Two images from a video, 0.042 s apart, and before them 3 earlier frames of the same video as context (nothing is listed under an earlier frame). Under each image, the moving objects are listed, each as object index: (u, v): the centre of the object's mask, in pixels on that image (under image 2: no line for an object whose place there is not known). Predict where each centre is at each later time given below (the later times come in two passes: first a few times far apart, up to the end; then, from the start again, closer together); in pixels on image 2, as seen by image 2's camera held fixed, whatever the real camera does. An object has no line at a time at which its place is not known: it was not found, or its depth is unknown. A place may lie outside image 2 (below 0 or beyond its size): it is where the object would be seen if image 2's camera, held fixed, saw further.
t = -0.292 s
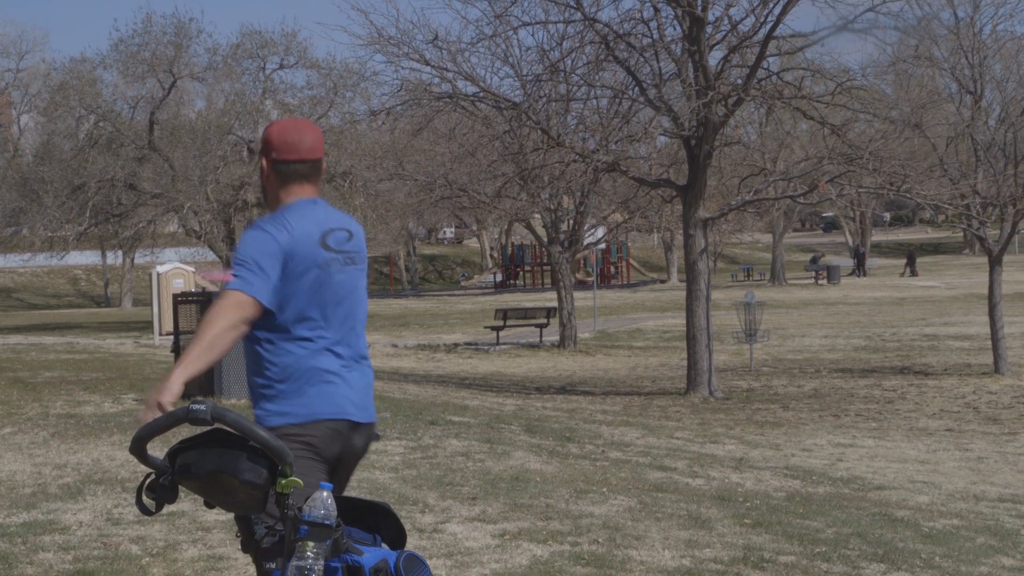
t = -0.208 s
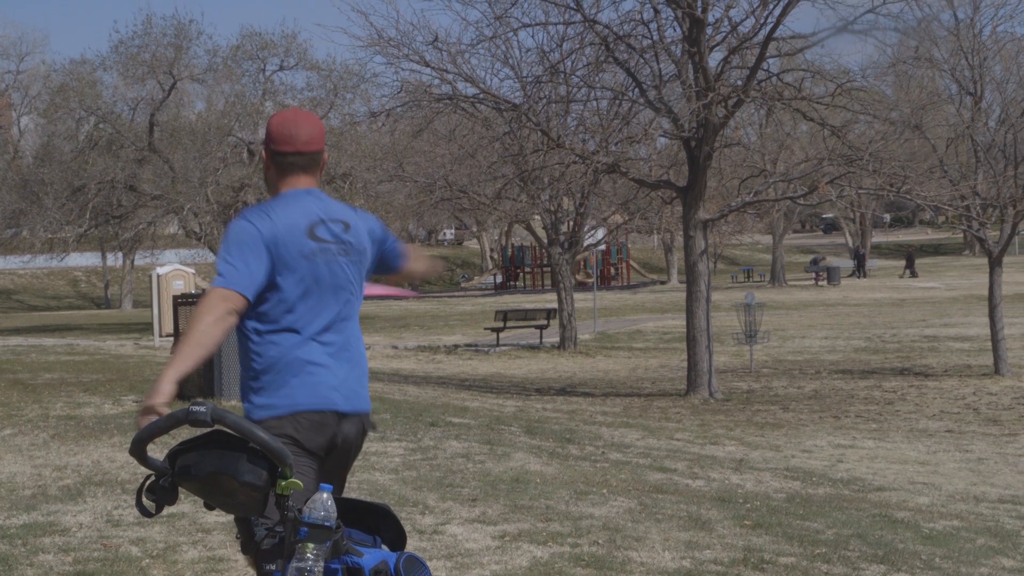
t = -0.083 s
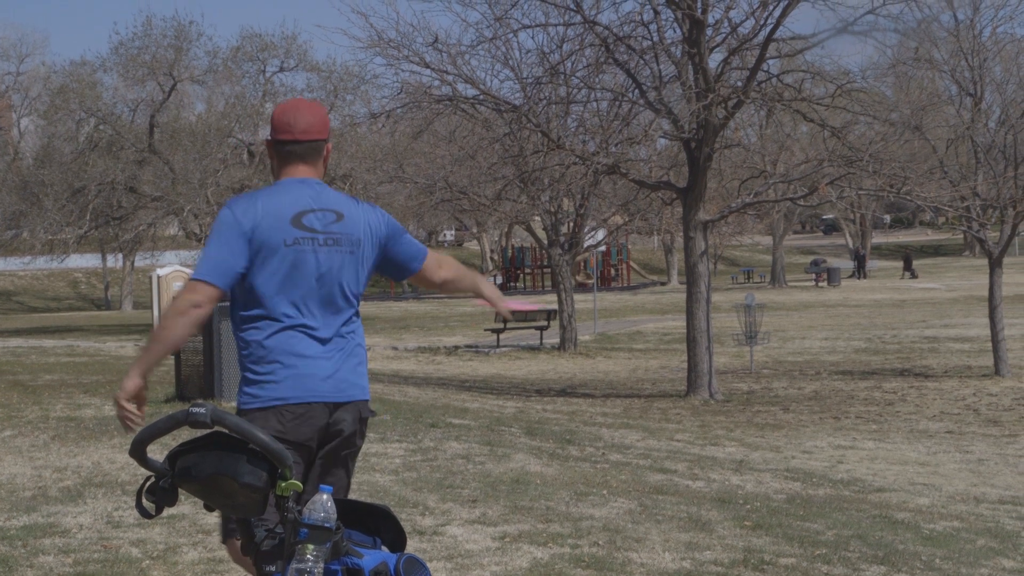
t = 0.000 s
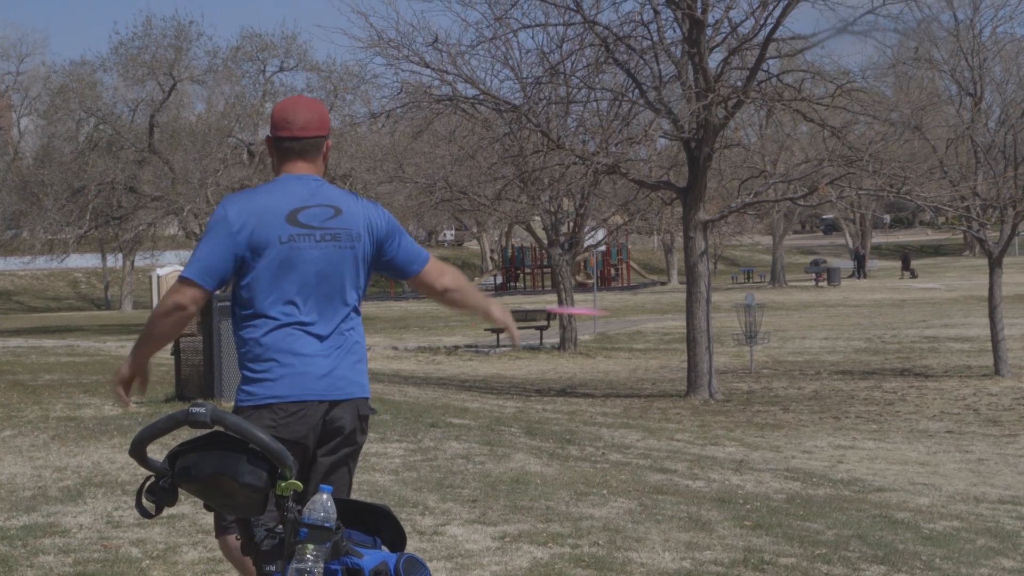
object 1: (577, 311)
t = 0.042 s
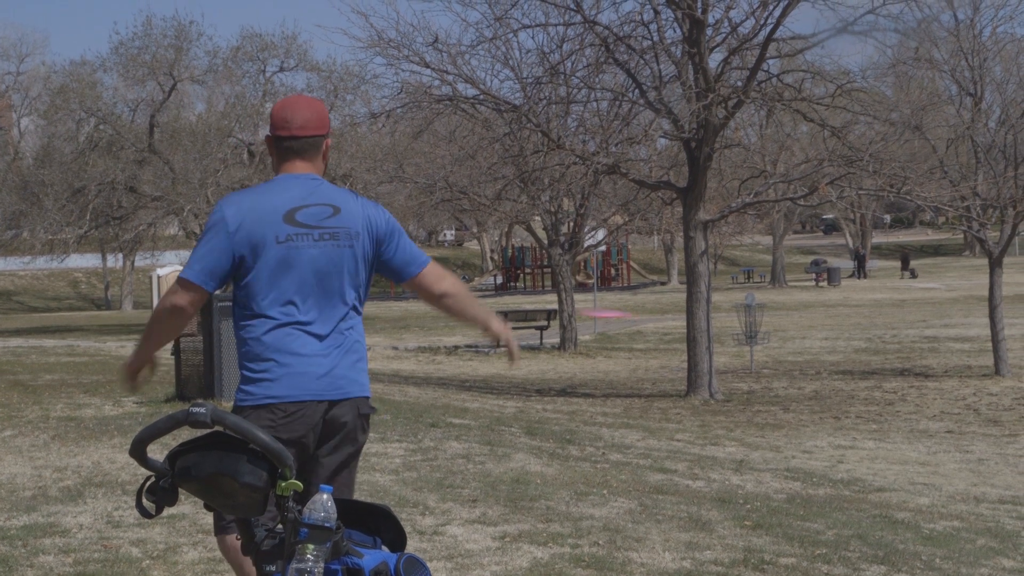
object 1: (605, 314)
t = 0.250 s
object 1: (730, 328)
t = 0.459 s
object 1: (813, 342)
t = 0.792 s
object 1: (900, 368)
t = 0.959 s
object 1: (928, 380)
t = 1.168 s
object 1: (950, 396)
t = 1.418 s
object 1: (957, 416)
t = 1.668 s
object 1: (954, 397)
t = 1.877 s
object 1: (949, 381)
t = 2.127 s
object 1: (939, 373)
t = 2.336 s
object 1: (926, 377)
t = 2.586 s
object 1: (905, 383)
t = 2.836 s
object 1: (896, 380)
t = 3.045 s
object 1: (886, 379)
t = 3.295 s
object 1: (859, 380)
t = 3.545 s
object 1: (836, 381)
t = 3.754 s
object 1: (829, 380)
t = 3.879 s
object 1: (829, 380)
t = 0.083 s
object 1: (636, 317)
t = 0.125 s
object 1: (664, 320)
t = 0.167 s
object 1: (686, 322)
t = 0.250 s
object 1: (730, 328)
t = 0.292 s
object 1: (747, 330)
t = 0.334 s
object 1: (764, 333)
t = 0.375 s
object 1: (783, 336)
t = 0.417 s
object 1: (798, 339)
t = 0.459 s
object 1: (813, 342)
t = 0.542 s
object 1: (839, 348)
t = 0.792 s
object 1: (900, 368)
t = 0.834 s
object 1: (908, 370)
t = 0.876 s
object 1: (915, 374)
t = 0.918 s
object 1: (924, 378)
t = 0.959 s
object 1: (928, 380)
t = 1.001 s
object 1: (935, 383)
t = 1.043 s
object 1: (938, 385)
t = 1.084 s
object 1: (943, 388)
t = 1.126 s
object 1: (947, 392)
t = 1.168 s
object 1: (950, 396)
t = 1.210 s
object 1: (953, 398)
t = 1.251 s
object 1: (957, 401)
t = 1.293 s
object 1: (958, 404)
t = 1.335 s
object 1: (958, 407)
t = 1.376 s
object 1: (958, 411)
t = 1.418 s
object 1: (957, 416)
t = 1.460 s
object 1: (959, 417)
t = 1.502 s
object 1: (956, 417)
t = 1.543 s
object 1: (956, 414)
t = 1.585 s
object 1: (955, 406)
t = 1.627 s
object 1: (954, 403)
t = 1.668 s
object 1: (954, 397)
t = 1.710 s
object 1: (953, 394)
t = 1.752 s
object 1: (953, 389)
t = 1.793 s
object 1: (953, 386)
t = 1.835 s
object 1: (954, 385)
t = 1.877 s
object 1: (949, 381)
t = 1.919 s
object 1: (948, 377)
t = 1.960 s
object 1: (946, 376)
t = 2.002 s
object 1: (945, 375)
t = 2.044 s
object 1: (942, 374)
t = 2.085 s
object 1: (941, 373)
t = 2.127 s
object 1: (939, 373)
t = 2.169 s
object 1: (938, 373)
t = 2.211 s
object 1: (934, 373)
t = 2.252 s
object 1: (931, 374)
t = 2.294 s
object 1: (929, 375)
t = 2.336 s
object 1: (926, 377)
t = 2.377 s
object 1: (923, 379)
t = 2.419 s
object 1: (918, 383)
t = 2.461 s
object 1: (913, 386)
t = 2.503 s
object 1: (910, 387)
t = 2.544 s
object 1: (905, 384)
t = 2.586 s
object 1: (905, 383)
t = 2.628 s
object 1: (904, 382)
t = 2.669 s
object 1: (902, 382)
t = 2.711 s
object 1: (900, 383)
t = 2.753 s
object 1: (900, 383)
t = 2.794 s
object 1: (899, 382)
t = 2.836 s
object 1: (896, 380)
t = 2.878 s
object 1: (893, 377)
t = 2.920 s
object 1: (892, 375)
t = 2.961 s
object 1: (890, 376)
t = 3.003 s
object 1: (888, 376)
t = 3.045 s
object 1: (886, 379)
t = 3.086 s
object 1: (882, 381)
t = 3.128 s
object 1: (880, 381)
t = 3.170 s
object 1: (877, 379)
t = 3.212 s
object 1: (870, 378)
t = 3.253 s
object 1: (864, 379)
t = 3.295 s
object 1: (859, 380)
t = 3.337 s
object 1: (855, 380)
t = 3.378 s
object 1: (849, 380)
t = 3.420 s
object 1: (844, 379)
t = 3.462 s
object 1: (840, 380)
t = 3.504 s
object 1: (838, 380)
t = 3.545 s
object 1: (836, 381)
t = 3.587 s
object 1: (832, 381)
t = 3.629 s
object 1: (832, 381)
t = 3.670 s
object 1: (829, 381)
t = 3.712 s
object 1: (829, 380)
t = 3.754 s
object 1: (829, 380)
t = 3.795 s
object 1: (829, 380)
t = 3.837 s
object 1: (829, 380)
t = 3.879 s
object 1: (829, 380)
